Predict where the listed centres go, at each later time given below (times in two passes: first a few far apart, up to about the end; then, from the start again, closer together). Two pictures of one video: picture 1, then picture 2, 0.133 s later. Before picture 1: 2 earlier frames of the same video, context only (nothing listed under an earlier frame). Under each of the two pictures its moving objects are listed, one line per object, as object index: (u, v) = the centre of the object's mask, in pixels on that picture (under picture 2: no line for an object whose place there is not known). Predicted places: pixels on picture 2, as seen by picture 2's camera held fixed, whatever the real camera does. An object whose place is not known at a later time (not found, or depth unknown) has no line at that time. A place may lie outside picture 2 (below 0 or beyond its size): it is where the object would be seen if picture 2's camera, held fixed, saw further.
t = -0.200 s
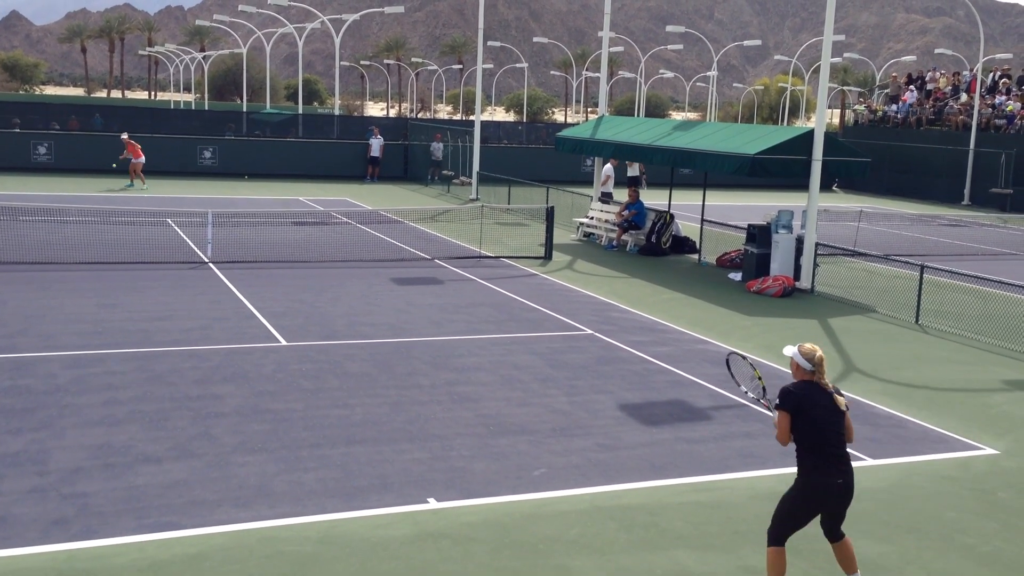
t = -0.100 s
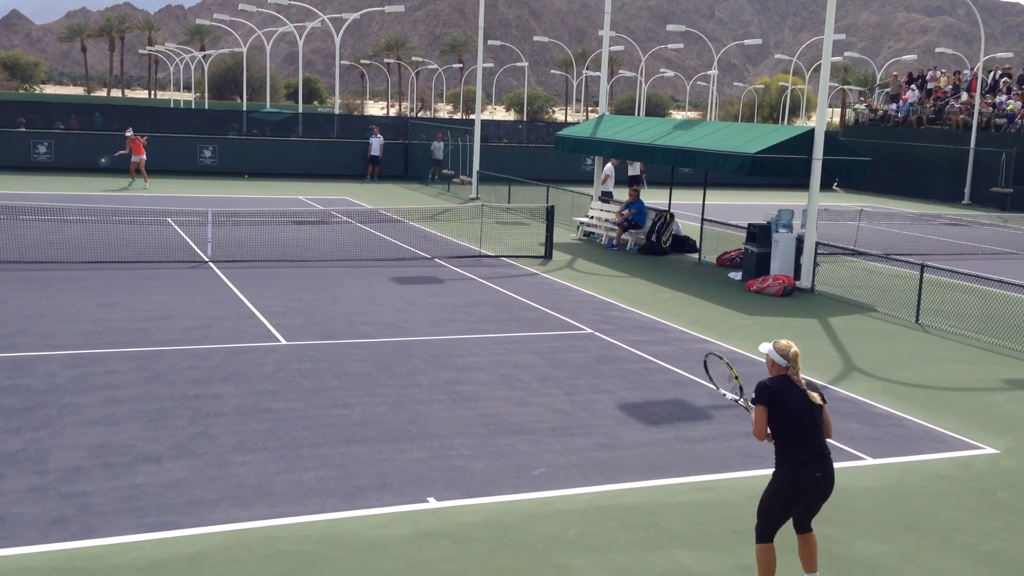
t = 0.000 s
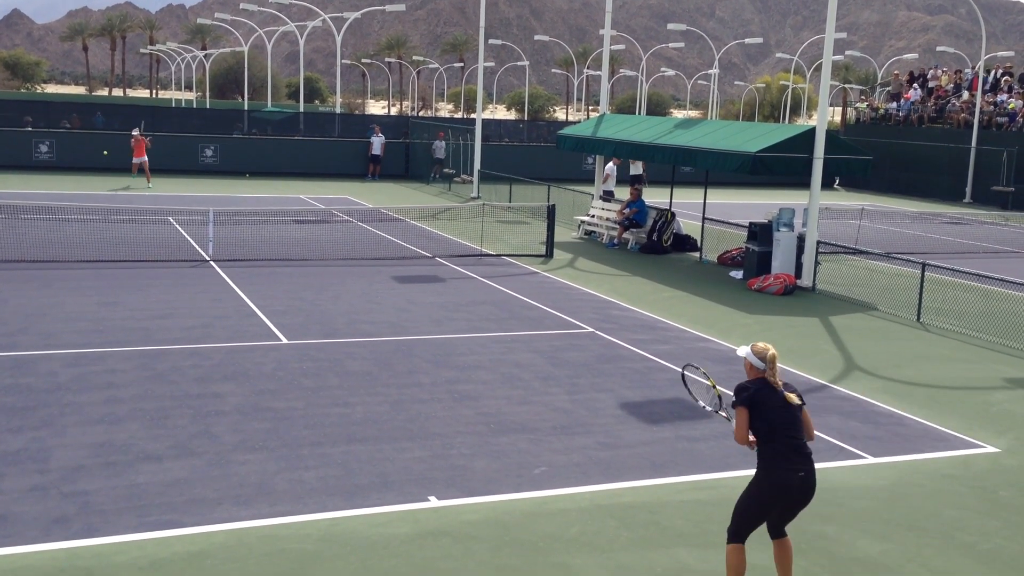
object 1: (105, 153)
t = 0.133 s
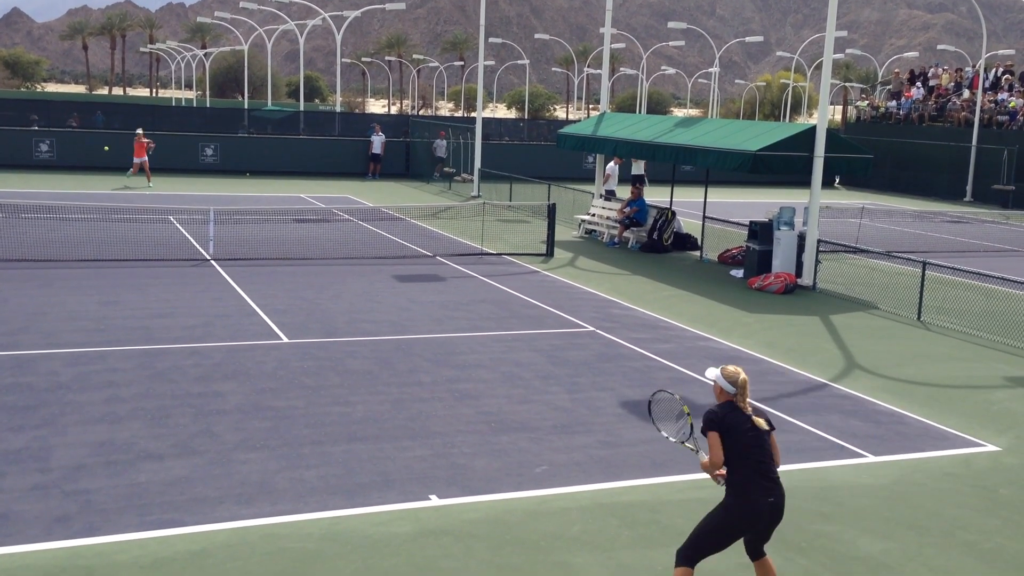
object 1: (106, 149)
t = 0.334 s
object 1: (104, 164)
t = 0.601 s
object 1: (95, 258)
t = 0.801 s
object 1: (73, 472)
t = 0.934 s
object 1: (49, 526)
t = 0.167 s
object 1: (106, 149)
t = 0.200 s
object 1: (106, 151)
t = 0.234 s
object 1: (106, 153)
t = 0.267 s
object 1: (105, 156)
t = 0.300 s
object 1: (105, 160)
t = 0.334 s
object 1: (104, 164)
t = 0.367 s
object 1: (104, 170)
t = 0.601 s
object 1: (95, 258)
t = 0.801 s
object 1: (73, 472)
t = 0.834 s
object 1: (66, 504)
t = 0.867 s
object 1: (62, 509)
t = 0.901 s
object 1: (55, 516)
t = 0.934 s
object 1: (49, 526)
